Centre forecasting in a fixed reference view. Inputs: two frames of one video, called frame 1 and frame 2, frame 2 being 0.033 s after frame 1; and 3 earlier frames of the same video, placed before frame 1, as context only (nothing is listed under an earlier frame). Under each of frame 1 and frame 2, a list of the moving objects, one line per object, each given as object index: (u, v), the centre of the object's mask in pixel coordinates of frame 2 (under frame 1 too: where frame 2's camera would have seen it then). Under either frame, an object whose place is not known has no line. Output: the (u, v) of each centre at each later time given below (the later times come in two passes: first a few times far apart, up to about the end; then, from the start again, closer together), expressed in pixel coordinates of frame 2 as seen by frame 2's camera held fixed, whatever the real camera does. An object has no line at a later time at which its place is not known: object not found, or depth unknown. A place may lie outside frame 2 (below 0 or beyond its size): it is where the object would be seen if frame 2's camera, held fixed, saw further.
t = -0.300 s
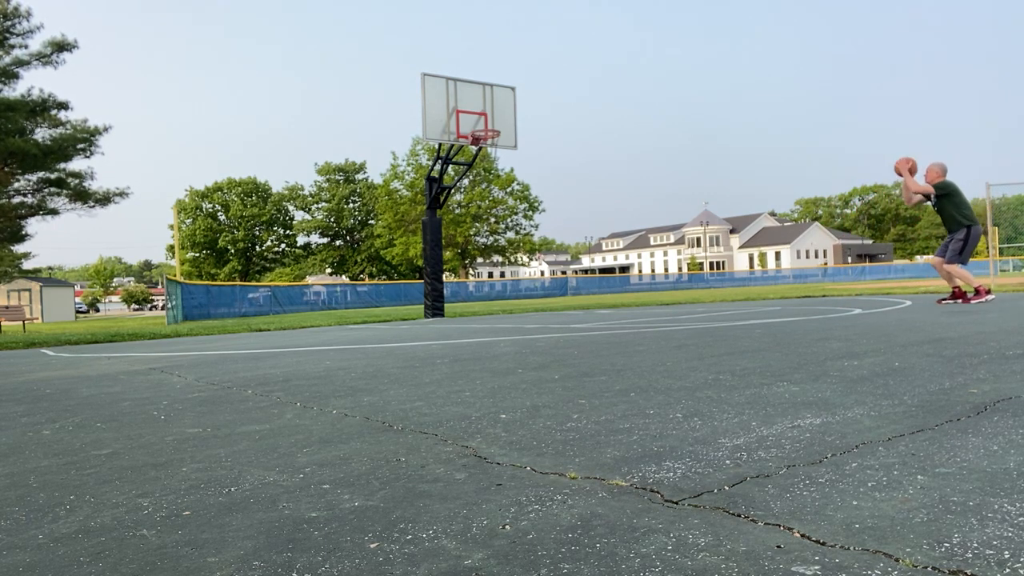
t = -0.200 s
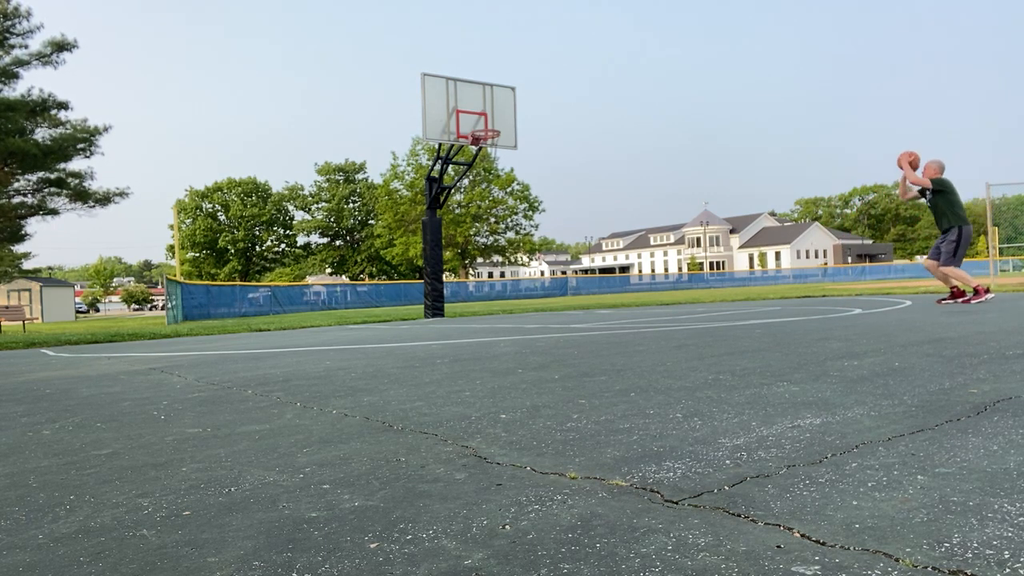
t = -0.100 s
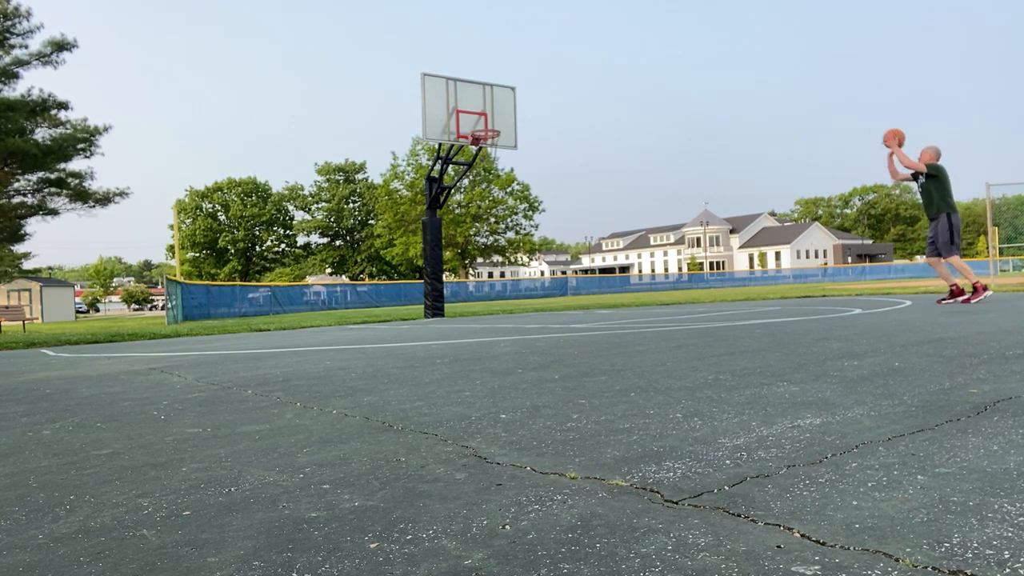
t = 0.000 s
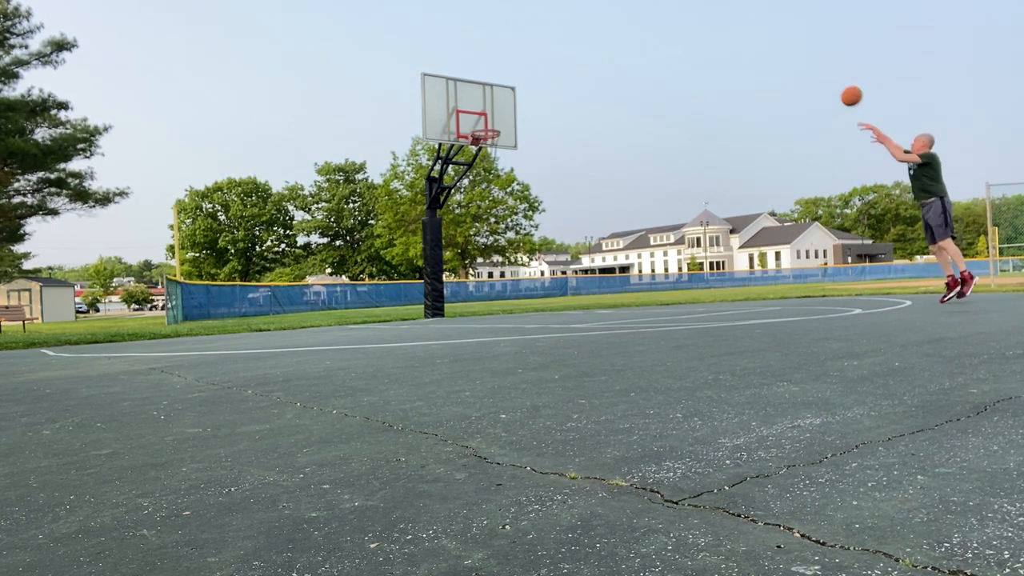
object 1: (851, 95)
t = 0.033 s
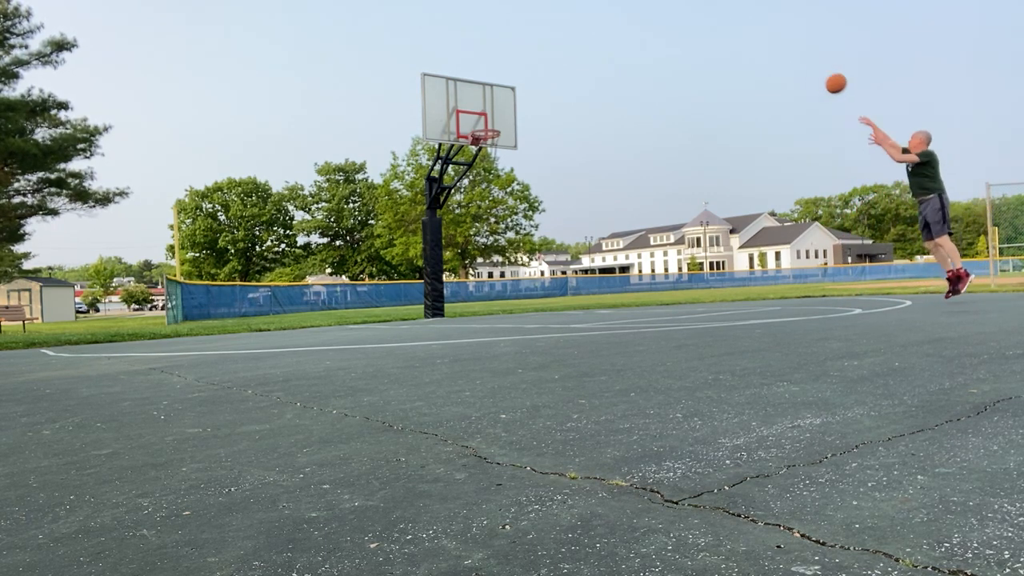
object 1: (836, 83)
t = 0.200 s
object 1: (764, 37)
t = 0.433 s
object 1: (678, 12)
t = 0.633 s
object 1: (615, 21)
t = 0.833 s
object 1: (560, 53)
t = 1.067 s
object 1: (505, 116)
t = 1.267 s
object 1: (490, 100)
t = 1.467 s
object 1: (499, 84)
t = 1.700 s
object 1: (511, 94)
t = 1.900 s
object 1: (524, 130)
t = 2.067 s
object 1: (535, 178)
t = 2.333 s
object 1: (557, 291)
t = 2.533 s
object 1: (555, 250)
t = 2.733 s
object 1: (549, 202)
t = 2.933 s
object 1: (545, 179)
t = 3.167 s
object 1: (543, 184)
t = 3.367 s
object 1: (542, 215)
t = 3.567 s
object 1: (542, 272)
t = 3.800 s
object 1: (543, 275)
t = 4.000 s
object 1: (542, 239)
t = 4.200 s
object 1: (543, 228)
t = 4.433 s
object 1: (545, 247)
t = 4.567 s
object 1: (549, 274)
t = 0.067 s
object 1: (820, 71)
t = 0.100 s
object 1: (805, 61)
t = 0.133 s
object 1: (791, 52)
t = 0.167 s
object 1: (777, 44)
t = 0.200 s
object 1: (764, 37)
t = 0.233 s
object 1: (750, 31)
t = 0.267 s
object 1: (737, 26)
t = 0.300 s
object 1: (725, 21)
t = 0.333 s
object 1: (712, 18)
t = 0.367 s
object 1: (700, 15)
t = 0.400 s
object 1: (689, 13)
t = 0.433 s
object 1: (678, 12)
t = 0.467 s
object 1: (667, 12)
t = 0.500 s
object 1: (656, 12)
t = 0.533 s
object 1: (645, 13)
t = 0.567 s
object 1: (635, 15)
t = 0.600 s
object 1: (625, 18)
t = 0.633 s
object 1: (615, 21)
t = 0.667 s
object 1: (606, 25)
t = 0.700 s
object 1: (596, 29)
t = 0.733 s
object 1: (587, 34)
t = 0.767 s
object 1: (578, 40)
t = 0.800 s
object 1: (569, 46)
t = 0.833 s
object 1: (560, 53)
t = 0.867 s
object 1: (552, 61)
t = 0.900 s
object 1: (543, 69)
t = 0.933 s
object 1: (535, 77)
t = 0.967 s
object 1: (527, 86)
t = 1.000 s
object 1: (520, 96)
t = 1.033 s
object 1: (512, 106)
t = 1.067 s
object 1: (505, 116)
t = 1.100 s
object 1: (498, 126)
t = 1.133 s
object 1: (495, 122)
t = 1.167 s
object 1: (493, 115)
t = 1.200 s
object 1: (491, 110)
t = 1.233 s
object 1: (489, 105)
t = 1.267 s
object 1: (490, 100)
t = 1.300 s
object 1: (491, 96)
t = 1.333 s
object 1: (493, 92)
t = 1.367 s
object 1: (494, 89)
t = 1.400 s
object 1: (496, 87)
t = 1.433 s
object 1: (498, 85)
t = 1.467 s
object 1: (499, 84)
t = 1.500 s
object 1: (501, 83)
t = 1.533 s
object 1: (503, 83)
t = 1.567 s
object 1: (504, 84)
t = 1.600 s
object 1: (506, 86)
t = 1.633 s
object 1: (508, 88)
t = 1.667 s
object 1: (510, 91)
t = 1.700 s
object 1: (511, 94)
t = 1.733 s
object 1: (514, 98)
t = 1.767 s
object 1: (515, 103)
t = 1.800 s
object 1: (518, 109)
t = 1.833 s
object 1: (520, 115)
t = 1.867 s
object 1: (522, 122)
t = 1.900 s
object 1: (524, 130)
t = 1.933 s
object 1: (526, 138)
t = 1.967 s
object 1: (528, 147)
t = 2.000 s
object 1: (530, 157)
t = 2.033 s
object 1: (533, 167)
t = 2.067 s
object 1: (535, 178)
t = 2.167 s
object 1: (543, 215)
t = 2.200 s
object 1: (546, 229)
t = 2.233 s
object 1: (548, 243)
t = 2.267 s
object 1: (551, 259)
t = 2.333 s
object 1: (557, 291)
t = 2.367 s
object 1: (560, 310)
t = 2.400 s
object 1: (559, 298)
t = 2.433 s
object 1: (557, 286)
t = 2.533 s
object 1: (555, 250)
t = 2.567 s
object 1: (553, 241)
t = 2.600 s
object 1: (553, 232)
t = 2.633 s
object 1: (552, 223)
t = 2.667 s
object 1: (551, 215)
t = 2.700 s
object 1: (550, 208)
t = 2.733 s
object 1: (549, 202)
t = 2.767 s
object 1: (548, 196)
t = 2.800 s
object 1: (548, 191)
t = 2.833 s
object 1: (547, 187)
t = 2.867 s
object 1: (547, 184)
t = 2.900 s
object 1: (546, 181)
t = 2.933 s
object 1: (545, 179)
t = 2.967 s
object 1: (545, 177)
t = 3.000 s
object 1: (544, 177)
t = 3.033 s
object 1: (544, 177)
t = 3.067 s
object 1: (544, 177)
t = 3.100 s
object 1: (543, 179)
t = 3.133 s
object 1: (543, 181)
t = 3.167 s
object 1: (543, 184)
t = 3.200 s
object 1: (543, 187)
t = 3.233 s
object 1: (542, 191)
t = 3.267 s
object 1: (542, 197)
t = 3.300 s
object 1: (542, 202)
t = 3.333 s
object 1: (542, 208)
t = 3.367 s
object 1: (542, 215)
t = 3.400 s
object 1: (542, 223)
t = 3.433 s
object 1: (542, 231)
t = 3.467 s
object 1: (542, 241)
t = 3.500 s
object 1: (542, 250)
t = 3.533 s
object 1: (542, 260)
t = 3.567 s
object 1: (542, 272)
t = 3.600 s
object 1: (543, 283)
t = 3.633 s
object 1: (543, 296)
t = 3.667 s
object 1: (543, 309)
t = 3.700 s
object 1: (543, 302)
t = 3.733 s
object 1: (543, 292)
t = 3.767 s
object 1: (543, 284)
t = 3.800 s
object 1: (543, 275)
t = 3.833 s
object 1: (542, 267)
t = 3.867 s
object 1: (542, 259)
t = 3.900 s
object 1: (542, 253)
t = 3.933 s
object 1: (542, 248)
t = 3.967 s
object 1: (543, 243)
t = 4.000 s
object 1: (542, 239)
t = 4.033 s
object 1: (543, 235)
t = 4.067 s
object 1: (543, 232)
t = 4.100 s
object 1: (543, 230)
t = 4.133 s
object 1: (543, 229)
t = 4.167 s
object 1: (543, 228)
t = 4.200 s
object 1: (543, 228)
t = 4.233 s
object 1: (543, 229)
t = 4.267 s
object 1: (544, 230)
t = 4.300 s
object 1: (544, 232)
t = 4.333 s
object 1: (545, 235)
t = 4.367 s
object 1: (545, 238)
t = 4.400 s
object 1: (545, 243)
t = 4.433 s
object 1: (545, 247)
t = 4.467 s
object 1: (546, 253)
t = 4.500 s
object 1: (547, 259)
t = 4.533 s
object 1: (547, 267)
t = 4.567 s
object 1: (549, 274)
